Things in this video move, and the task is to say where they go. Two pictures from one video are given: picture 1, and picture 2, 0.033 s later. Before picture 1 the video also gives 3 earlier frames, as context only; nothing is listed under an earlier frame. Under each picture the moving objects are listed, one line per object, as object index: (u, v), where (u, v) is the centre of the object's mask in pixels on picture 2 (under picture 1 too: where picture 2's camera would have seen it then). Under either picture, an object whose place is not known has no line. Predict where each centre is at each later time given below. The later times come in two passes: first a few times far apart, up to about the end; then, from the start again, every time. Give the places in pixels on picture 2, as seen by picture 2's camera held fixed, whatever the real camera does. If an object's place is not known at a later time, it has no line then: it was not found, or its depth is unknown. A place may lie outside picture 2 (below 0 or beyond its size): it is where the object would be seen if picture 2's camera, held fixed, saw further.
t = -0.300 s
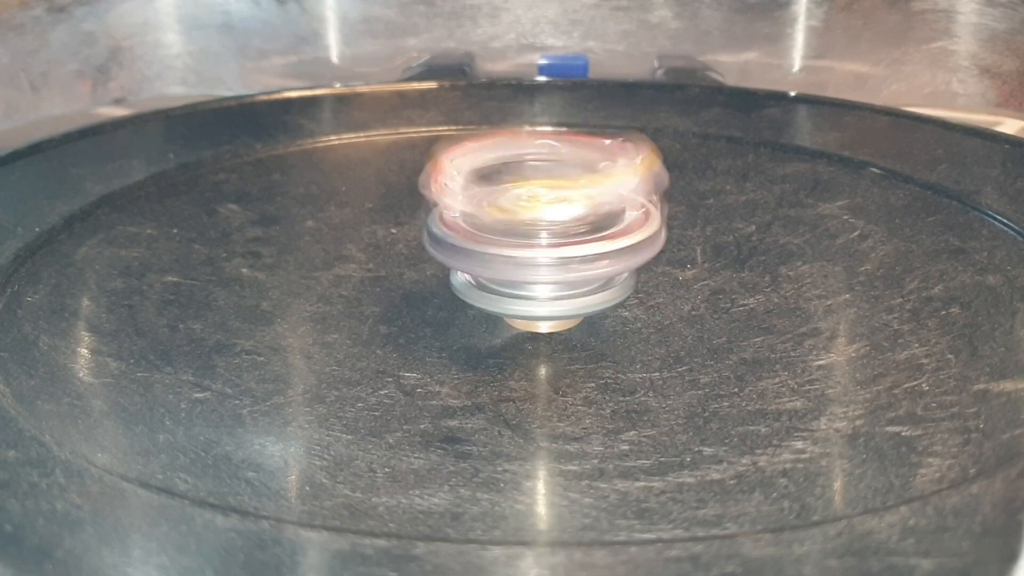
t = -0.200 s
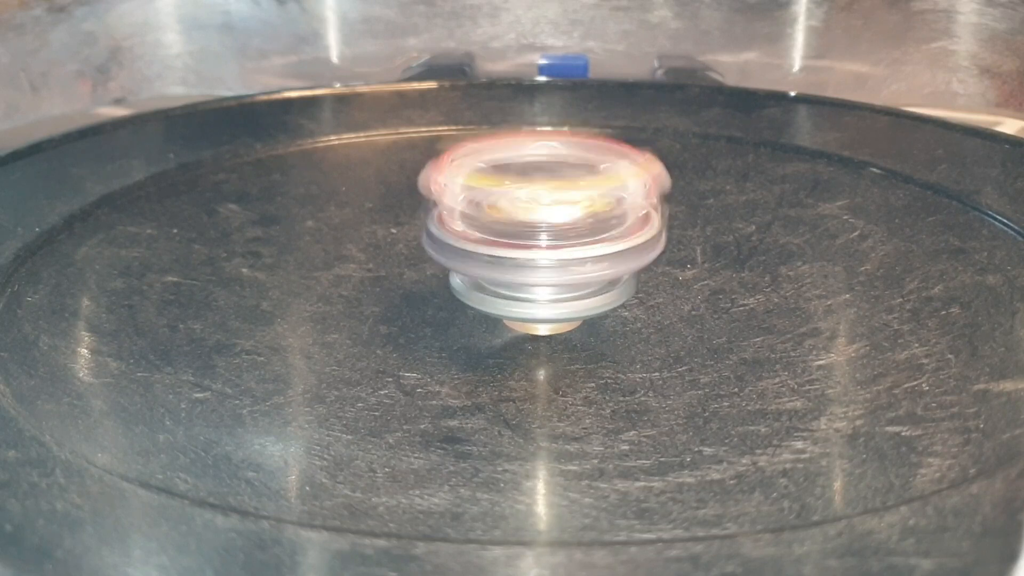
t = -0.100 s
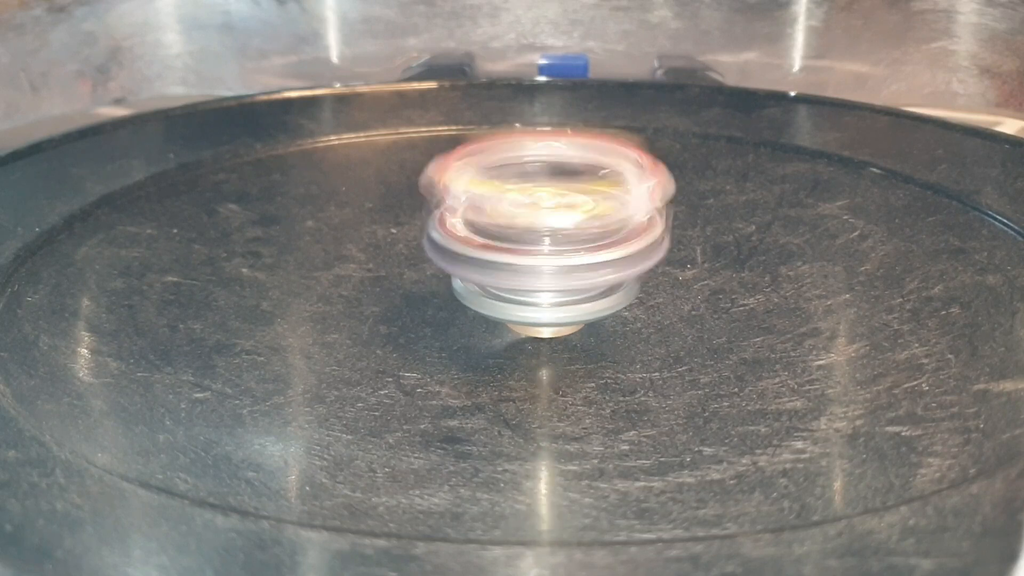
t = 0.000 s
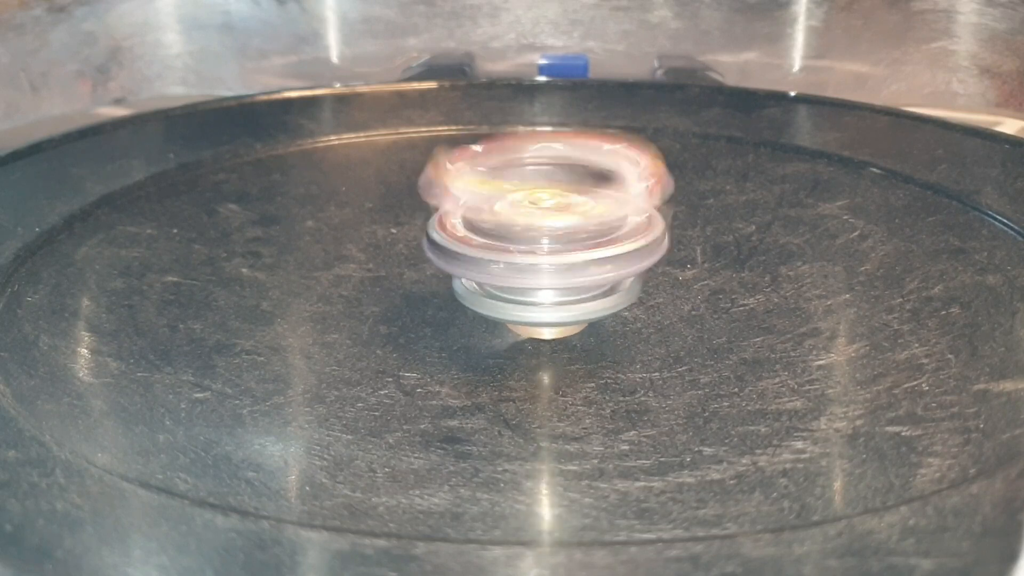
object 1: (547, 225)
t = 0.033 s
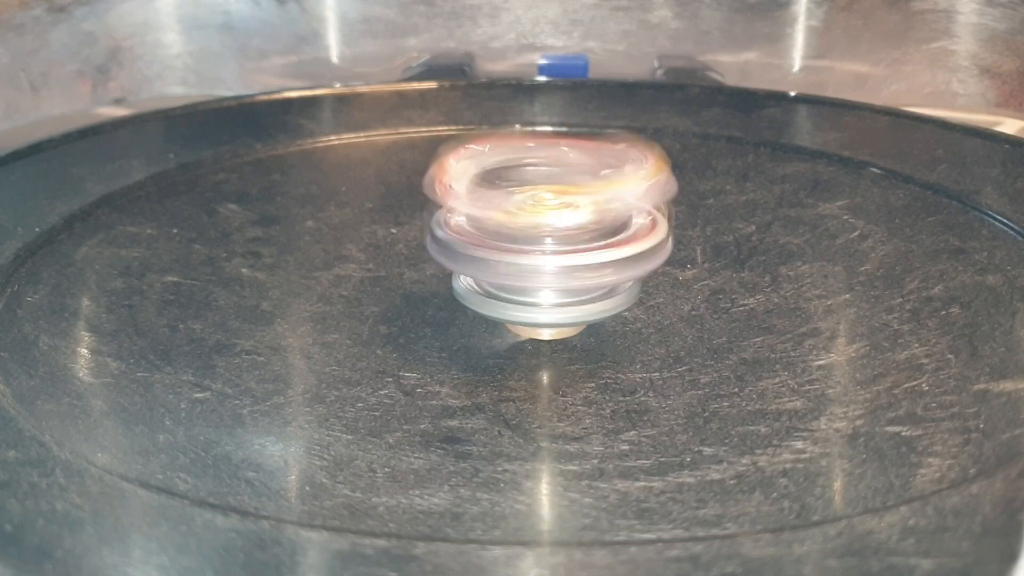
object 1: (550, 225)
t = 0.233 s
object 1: (548, 228)
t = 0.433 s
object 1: (553, 227)
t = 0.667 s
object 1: (555, 224)
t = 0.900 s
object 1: (553, 221)
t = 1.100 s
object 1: (560, 217)
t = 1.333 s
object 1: (557, 215)
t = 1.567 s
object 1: (557, 216)
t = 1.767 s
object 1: (554, 216)
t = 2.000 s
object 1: (543, 218)
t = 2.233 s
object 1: (535, 221)
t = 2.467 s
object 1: (534, 222)
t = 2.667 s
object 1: (541, 221)
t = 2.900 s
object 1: (540, 220)
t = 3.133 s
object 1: (545, 222)
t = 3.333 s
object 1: (552, 221)
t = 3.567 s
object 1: (560, 223)
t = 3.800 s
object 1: (558, 221)
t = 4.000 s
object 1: (553, 220)
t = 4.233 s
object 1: (556, 219)
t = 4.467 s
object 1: (554, 215)
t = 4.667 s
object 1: (552, 216)
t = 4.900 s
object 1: (543, 217)
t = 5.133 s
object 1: (543, 219)
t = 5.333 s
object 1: (541, 221)
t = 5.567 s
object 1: (540, 221)
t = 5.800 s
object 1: (543, 222)
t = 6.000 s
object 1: (544, 220)
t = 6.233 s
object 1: (552, 218)
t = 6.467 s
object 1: (550, 217)
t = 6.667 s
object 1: (547, 221)
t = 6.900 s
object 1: (547, 220)
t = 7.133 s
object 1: (547, 219)
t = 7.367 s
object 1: (549, 218)
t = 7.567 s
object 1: (547, 220)
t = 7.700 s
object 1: (549, 222)
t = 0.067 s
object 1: (547, 226)
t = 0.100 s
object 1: (549, 226)
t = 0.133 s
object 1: (548, 227)
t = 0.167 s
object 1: (550, 227)
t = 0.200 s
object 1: (549, 226)
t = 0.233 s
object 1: (548, 228)
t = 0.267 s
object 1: (551, 227)
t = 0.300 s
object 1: (547, 226)
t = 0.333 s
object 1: (550, 227)
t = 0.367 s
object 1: (550, 227)
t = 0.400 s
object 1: (548, 226)
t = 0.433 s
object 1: (553, 227)
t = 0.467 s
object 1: (551, 226)
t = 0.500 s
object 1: (551, 226)
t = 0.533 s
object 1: (552, 226)
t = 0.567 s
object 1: (553, 224)
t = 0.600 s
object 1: (552, 225)
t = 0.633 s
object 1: (551, 224)
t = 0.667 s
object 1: (555, 224)
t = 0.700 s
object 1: (552, 224)
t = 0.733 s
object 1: (554, 223)
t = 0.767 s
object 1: (555, 223)
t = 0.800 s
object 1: (554, 222)
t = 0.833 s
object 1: (555, 222)
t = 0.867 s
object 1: (554, 222)
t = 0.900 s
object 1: (553, 221)
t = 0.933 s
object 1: (555, 220)
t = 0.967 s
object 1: (555, 220)
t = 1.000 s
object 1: (556, 219)
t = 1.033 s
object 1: (557, 219)
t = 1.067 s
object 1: (556, 219)
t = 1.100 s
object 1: (560, 217)
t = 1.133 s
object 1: (557, 217)
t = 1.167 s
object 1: (558, 218)
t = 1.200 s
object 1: (558, 216)
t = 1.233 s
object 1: (557, 216)
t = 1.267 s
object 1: (559, 217)
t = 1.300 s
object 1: (557, 215)
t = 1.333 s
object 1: (557, 215)
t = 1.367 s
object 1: (559, 216)
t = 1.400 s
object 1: (557, 215)
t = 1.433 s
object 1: (558, 215)
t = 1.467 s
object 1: (559, 216)
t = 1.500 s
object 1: (557, 215)
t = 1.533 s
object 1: (558, 215)
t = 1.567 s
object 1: (557, 216)
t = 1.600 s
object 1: (553, 216)
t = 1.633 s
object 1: (555, 215)
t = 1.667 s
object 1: (556, 216)
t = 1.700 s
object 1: (551, 216)
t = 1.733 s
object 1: (553, 216)
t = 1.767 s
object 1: (554, 216)
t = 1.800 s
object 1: (548, 217)
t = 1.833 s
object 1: (550, 217)
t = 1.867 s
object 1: (551, 217)
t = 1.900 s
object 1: (546, 217)
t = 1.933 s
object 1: (547, 218)
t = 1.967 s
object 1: (545, 217)
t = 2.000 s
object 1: (543, 218)
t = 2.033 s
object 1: (542, 219)
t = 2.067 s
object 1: (541, 218)
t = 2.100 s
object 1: (540, 218)
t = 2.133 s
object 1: (537, 220)
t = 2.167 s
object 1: (538, 219)
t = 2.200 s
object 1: (538, 220)
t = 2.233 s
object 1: (535, 221)
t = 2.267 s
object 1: (536, 221)
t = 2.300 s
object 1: (534, 221)
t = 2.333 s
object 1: (532, 220)
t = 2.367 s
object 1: (535, 222)
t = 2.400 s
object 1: (534, 221)
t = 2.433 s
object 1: (536, 221)
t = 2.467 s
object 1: (534, 222)
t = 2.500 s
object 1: (534, 222)
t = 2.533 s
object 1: (537, 221)
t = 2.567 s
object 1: (538, 221)
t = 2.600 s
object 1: (537, 222)
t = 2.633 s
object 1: (540, 221)
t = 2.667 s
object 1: (541, 221)
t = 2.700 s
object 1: (539, 221)
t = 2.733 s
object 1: (540, 221)
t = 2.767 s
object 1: (539, 221)
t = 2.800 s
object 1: (540, 221)
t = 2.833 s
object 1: (535, 221)
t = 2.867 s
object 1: (537, 221)
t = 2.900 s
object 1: (540, 220)
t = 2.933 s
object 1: (540, 220)
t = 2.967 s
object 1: (539, 222)
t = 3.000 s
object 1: (539, 221)
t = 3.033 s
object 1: (541, 221)
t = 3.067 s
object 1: (543, 221)
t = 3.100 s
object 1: (543, 222)
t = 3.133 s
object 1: (545, 222)
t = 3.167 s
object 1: (547, 222)
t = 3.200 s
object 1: (547, 222)
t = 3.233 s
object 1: (548, 223)
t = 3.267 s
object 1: (551, 221)
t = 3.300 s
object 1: (551, 222)
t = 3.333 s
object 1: (552, 221)
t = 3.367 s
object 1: (552, 223)
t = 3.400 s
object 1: (554, 224)
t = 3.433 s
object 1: (557, 222)
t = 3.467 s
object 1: (556, 222)
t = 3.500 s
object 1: (557, 224)
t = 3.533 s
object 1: (558, 223)
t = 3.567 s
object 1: (560, 223)
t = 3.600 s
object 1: (560, 222)
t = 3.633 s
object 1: (559, 222)
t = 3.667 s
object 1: (560, 224)
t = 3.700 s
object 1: (562, 221)
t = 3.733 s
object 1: (560, 221)
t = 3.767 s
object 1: (560, 222)
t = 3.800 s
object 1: (558, 221)
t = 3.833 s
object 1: (557, 222)
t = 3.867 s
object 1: (560, 221)
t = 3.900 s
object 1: (553, 220)
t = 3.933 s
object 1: (553, 221)
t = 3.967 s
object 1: (555, 220)
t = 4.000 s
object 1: (553, 220)
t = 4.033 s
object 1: (556, 221)
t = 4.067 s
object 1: (555, 221)
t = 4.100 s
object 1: (554, 222)
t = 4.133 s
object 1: (557, 220)
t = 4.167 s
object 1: (558, 220)
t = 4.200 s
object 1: (556, 219)
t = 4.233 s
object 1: (556, 219)
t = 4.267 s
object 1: (556, 219)
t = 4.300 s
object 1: (555, 217)
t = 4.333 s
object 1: (557, 218)
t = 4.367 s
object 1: (557, 218)
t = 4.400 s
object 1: (552, 218)
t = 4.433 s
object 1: (553, 218)
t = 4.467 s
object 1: (554, 215)
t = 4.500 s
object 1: (553, 216)
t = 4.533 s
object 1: (554, 217)
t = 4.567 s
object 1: (551, 217)
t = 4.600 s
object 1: (551, 217)
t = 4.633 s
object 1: (552, 215)
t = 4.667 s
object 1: (552, 216)
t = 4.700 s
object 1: (552, 216)
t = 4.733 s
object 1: (550, 216)
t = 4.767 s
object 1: (549, 217)
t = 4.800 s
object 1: (549, 215)
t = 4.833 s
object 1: (547, 216)
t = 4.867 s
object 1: (548, 217)
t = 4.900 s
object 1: (543, 217)
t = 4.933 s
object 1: (543, 218)
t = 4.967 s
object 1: (546, 216)
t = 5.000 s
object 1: (543, 218)
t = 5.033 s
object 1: (545, 217)
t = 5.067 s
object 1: (544, 218)
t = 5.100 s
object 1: (544, 220)
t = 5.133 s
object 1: (543, 219)
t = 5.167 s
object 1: (542, 219)
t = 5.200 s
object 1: (545, 220)
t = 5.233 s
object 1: (544, 220)
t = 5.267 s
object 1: (540, 220)
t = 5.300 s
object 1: (542, 221)
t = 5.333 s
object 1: (541, 221)
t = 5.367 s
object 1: (539, 219)
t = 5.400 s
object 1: (539, 220)
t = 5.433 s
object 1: (542, 221)
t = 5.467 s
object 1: (538, 221)
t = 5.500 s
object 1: (540, 222)
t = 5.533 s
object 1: (541, 222)
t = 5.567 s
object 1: (540, 221)
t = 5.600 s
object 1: (542, 222)
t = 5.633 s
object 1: (541, 222)
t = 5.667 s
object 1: (540, 222)
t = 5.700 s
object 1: (540, 223)
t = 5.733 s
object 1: (540, 223)
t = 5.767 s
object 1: (541, 222)
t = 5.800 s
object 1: (543, 222)
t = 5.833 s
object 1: (543, 222)
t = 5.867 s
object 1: (543, 222)
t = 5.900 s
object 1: (543, 223)
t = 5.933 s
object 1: (541, 222)
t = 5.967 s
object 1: (543, 223)
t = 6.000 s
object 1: (544, 220)
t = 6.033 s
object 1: (545, 222)
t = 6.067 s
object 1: (546, 221)
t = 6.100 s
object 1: (546, 221)
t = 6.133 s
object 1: (549, 222)
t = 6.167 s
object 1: (548, 221)
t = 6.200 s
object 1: (551, 221)
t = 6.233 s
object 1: (552, 218)
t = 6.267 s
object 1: (551, 220)
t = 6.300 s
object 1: (551, 220)
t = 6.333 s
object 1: (550, 220)
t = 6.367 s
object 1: (552, 220)
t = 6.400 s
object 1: (552, 219)
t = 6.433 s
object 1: (550, 220)
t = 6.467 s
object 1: (550, 217)
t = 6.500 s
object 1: (548, 219)
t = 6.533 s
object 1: (548, 218)
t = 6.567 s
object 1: (548, 220)
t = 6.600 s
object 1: (549, 220)
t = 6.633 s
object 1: (545, 219)
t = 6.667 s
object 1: (547, 221)
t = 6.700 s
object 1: (548, 219)
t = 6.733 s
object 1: (546, 220)
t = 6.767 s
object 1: (544, 217)
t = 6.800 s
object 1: (545, 220)
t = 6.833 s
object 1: (547, 220)
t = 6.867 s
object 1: (544, 221)
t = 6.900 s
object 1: (547, 220)
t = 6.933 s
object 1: (546, 220)
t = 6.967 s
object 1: (546, 222)
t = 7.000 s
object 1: (548, 219)
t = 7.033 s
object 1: (548, 220)
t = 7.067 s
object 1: (549, 218)
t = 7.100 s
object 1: (548, 220)
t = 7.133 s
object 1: (547, 219)
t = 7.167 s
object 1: (546, 220)
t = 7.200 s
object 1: (547, 221)
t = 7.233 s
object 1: (545, 220)
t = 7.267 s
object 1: (548, 221)
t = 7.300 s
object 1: (549, 218)
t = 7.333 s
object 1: (546, 222)
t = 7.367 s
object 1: (549, 218)
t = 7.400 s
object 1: (548, 220)
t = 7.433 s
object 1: (547, 218)
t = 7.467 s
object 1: (547, 220)
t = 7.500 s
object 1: (547, 220)
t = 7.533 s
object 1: (545, 219)
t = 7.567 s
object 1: (547, 220)
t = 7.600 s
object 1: (545, 219)
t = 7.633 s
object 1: (544, 222)
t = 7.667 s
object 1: (548, 219)
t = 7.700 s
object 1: (549, 222)
